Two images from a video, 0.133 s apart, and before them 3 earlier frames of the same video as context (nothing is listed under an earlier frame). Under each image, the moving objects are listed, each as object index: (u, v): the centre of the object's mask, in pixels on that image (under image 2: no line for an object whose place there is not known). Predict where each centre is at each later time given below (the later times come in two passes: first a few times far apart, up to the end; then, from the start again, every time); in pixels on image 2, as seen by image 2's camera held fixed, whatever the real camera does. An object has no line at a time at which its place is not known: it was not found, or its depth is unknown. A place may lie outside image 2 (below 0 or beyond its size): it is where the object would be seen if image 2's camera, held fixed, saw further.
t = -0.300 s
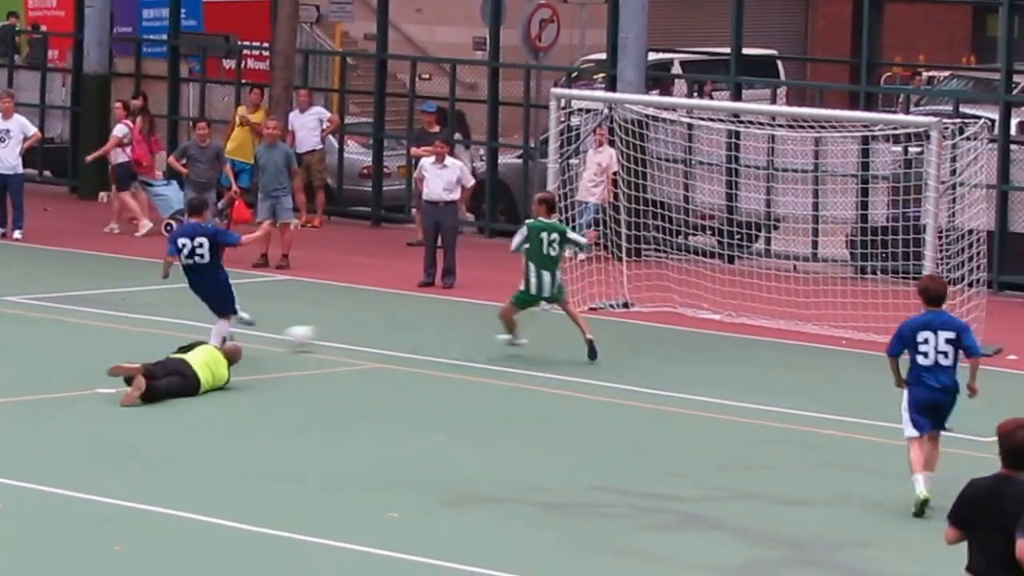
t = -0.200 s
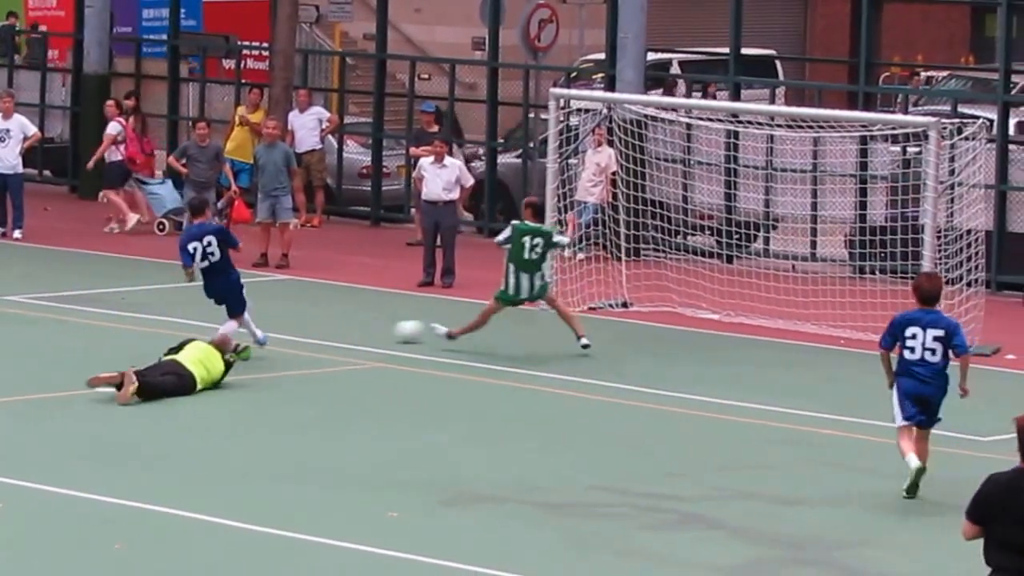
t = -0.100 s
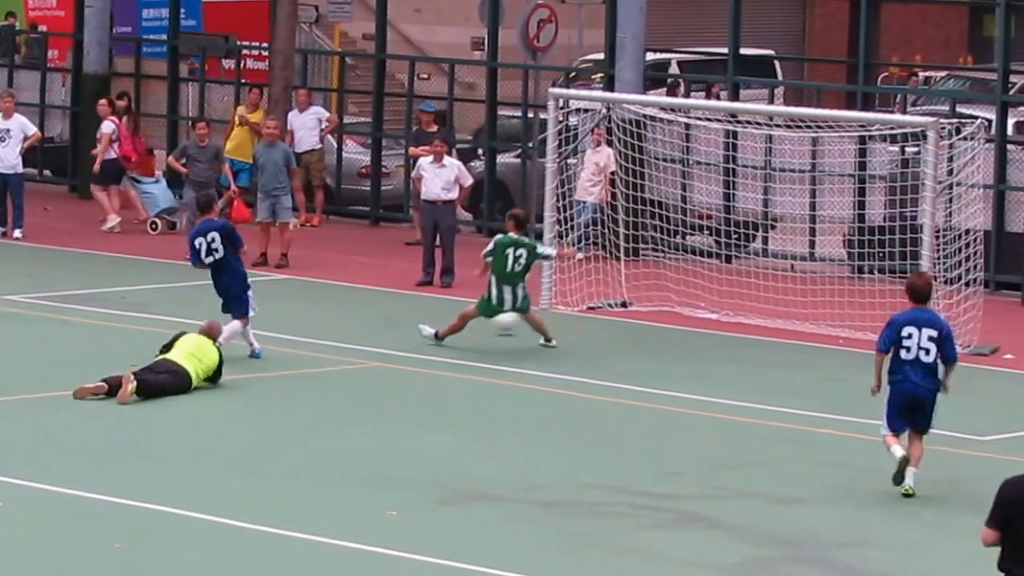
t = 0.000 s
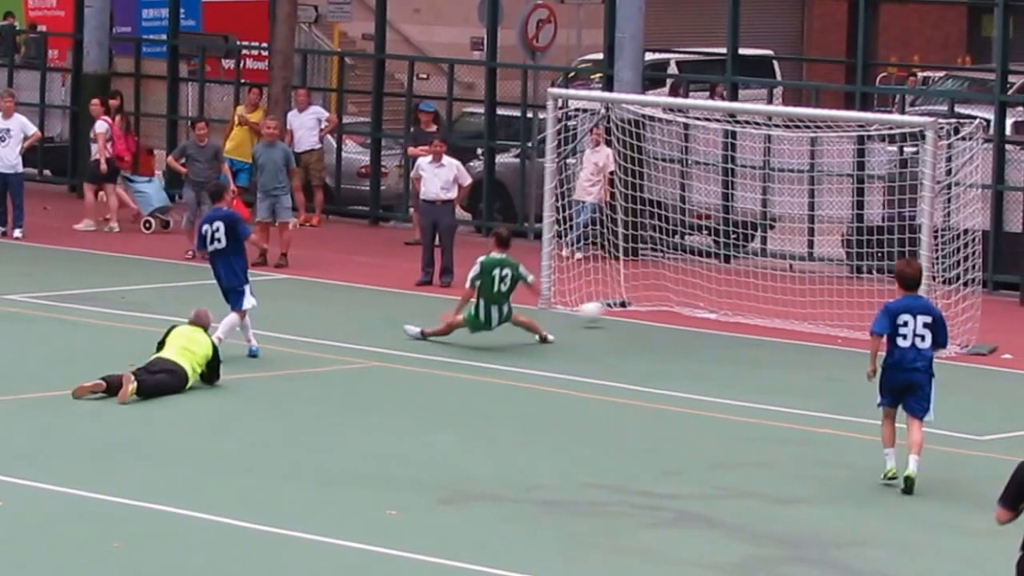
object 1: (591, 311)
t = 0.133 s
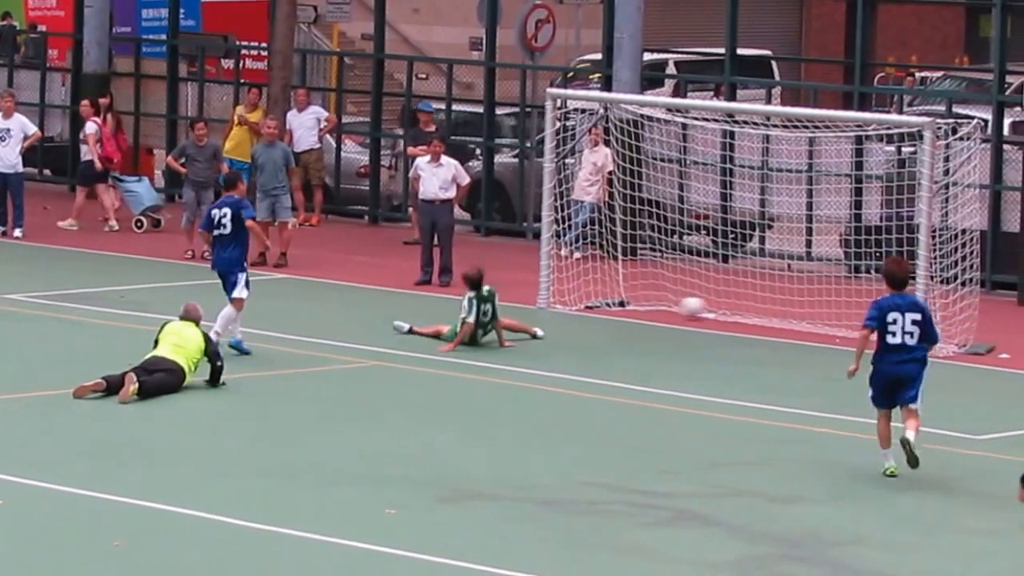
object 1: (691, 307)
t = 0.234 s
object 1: (746, 289)
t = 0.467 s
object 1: (741, 230)
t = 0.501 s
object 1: (740, 226)
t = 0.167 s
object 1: (717, 306)
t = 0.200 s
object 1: (734, 299)
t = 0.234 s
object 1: (746, 289)
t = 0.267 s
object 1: (750, 278)
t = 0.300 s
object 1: (749, 268)
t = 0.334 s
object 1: (748, 256)
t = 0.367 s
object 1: (747, 249)
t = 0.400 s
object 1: (745, 242)
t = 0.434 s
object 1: (743, 236)
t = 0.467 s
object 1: (741, 230)
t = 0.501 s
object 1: (740, 226)
